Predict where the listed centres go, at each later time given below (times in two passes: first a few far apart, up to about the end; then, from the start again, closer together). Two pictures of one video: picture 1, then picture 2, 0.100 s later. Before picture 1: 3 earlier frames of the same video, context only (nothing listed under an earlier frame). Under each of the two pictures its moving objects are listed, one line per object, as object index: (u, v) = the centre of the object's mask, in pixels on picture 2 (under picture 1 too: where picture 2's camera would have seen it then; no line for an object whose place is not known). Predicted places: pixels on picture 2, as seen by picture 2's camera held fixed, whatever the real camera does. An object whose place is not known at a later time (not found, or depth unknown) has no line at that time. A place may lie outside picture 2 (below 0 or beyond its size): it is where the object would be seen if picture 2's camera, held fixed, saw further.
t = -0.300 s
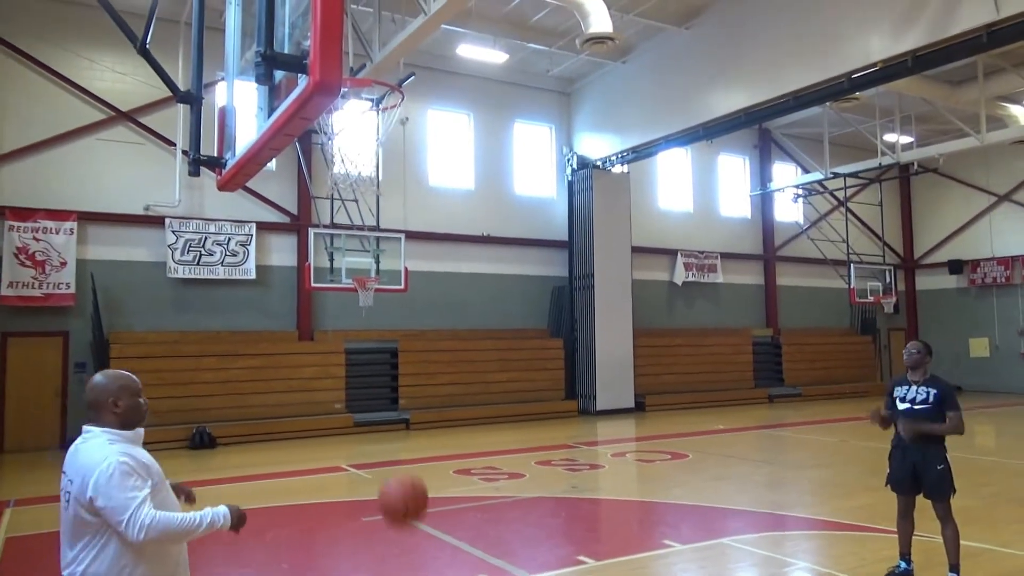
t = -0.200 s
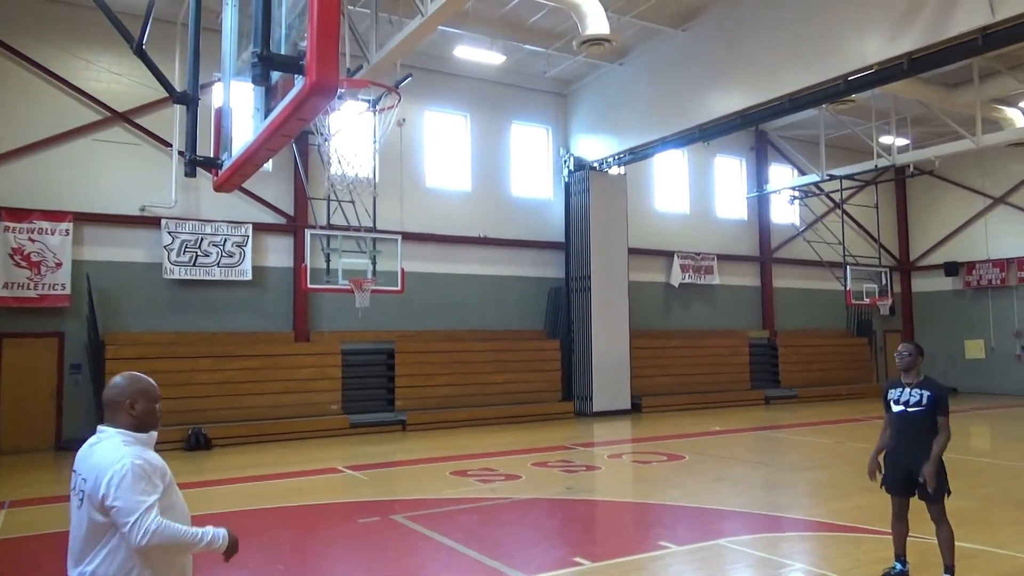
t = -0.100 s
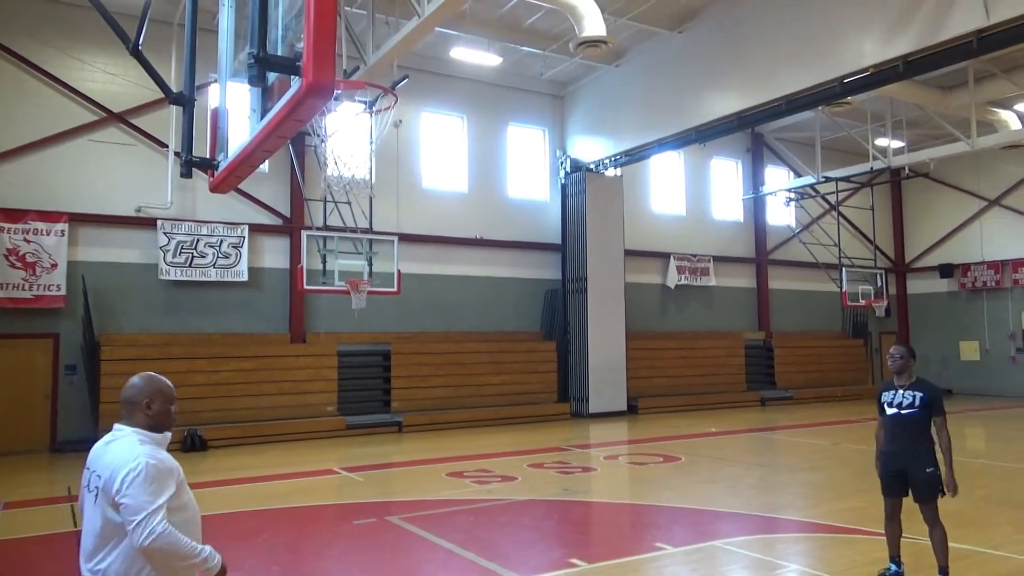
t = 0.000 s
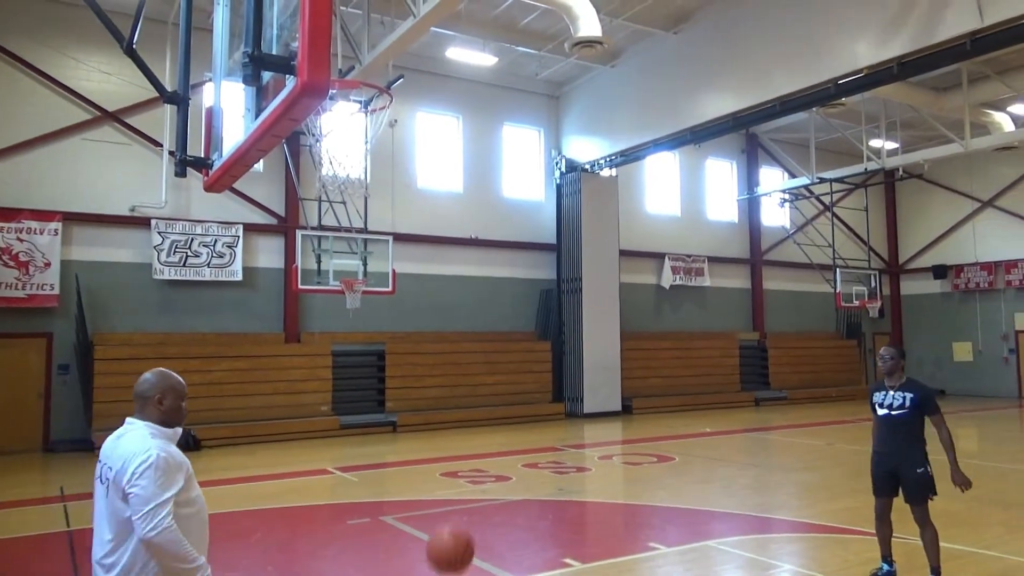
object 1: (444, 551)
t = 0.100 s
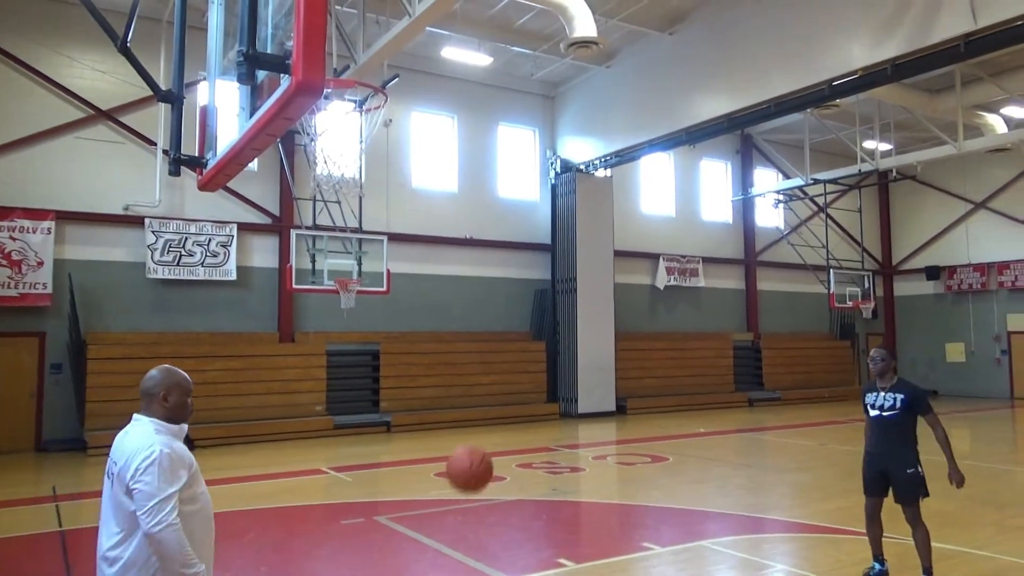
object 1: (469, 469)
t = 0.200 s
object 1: (494, 409)
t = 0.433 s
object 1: (548, 351)
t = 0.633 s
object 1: (593, 378)
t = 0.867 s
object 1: (646, 497)
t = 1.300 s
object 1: (716, 494)
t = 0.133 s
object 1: (478, 446)
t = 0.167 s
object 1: (486, 426)
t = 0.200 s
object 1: (494, 409)
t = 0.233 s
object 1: (502, 395)
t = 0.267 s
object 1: (510, 382)
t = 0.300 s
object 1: (518, 371)
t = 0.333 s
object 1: (525, 363)
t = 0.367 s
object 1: (534, 357)
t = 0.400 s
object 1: (541, 353)
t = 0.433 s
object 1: (548, 351)
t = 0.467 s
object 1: (555, 351)
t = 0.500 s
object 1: (563, 352)
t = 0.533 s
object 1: (570, 355)
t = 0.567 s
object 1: (578, 361)
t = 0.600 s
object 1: (585, 368)
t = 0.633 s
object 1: (593, 378)
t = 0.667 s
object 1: (600, 389)
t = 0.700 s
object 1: (608, 402)
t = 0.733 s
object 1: (616, 417)
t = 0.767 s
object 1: (622, 433)
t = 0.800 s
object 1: (631, 454)
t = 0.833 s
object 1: (638, 474)
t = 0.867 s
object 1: (646, 497)
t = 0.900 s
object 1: (654, 522)
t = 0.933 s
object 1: (662, 549)
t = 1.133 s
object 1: (698, 584)
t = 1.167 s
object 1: (701, 562)
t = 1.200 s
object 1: (705, 542)
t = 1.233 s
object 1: (709, 524)
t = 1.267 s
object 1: (712, 508)
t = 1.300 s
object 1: (716, 494)
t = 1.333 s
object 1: (720, 481)
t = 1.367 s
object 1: (724, 471)
